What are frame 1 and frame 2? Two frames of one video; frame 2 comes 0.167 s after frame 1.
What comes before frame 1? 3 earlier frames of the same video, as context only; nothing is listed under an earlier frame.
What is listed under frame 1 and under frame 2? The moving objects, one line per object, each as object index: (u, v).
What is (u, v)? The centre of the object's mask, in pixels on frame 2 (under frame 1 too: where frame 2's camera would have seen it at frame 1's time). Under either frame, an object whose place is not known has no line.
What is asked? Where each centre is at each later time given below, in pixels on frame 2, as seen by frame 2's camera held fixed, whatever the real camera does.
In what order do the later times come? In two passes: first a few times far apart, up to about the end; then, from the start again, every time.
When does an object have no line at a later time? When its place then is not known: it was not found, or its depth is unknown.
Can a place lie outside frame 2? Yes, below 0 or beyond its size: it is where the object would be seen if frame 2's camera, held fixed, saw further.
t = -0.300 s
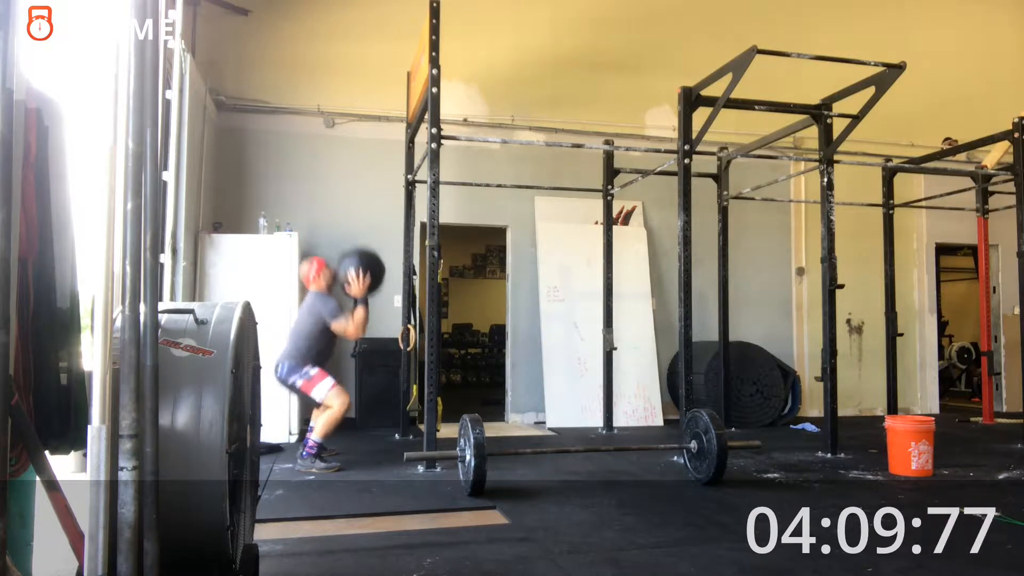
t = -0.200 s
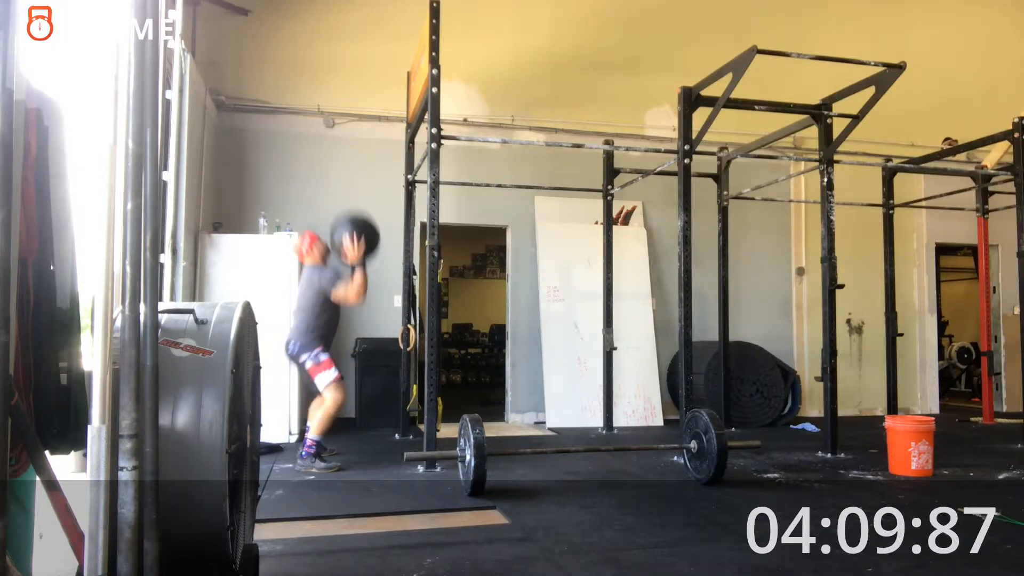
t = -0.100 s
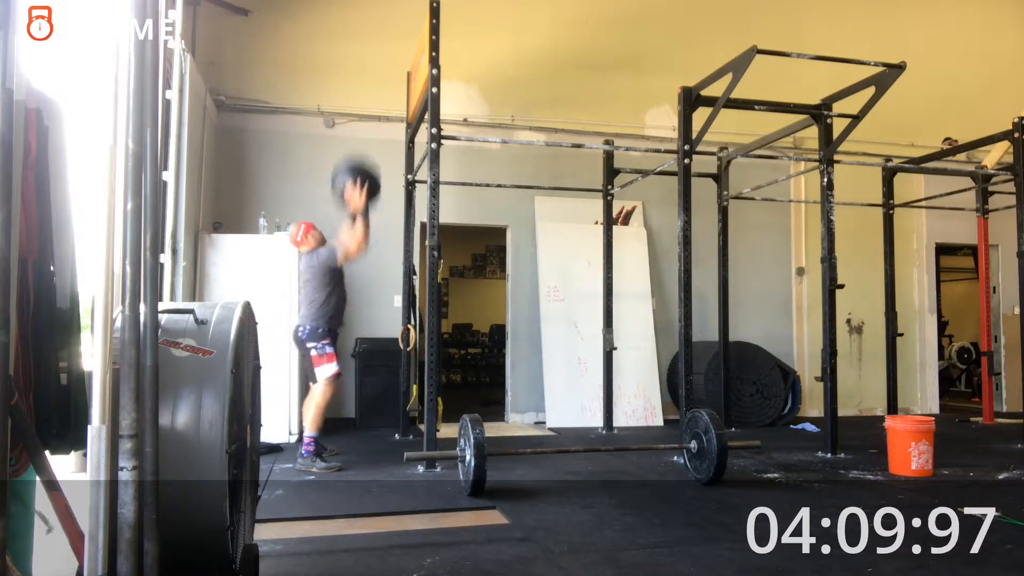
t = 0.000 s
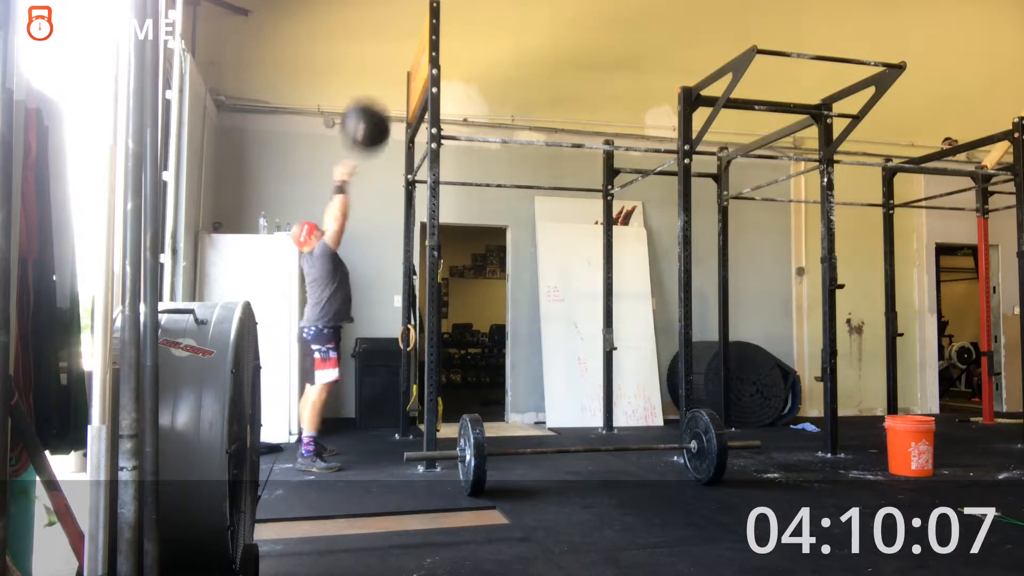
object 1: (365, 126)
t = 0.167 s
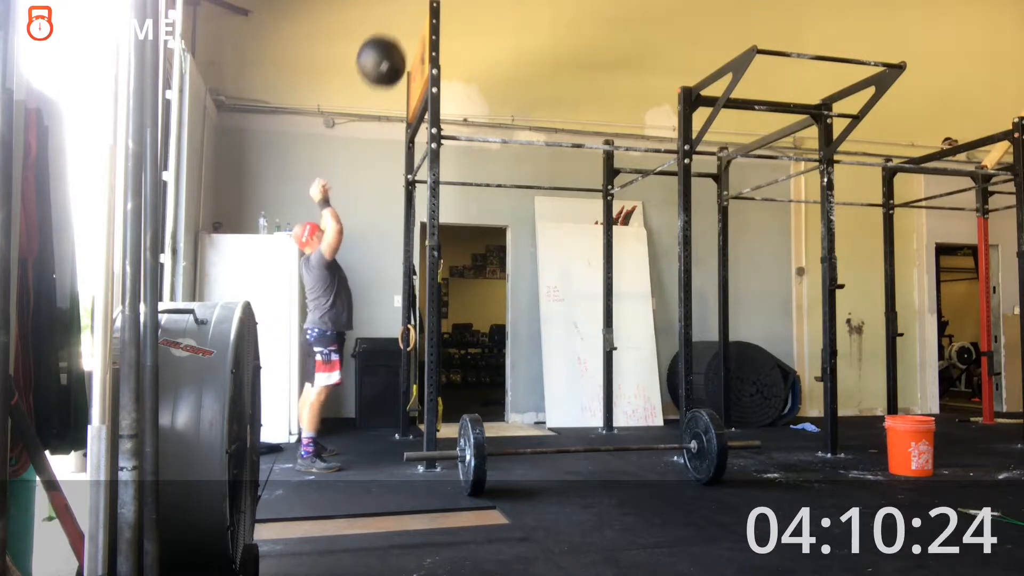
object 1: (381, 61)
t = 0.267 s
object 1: (390, 41)
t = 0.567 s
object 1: (394, 55)
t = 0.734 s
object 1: (383, 110)
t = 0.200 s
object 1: (384, 53)
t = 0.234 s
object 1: (387, 46)
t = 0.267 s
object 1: (390, 41)
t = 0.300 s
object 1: (393, 37)
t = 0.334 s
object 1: (396, 35)
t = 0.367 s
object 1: (399, 34)
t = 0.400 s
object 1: (402, 35)
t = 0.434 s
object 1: (402, 37)
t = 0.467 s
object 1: (401, 39)
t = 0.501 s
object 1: (398, 43)
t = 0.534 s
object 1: (396, 48)
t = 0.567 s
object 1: (394, 55)
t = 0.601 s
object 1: (392, 63)
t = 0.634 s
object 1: (390, 73)
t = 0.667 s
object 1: (387, 83)
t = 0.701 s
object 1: (385, 96)
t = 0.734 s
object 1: (383, 110)
